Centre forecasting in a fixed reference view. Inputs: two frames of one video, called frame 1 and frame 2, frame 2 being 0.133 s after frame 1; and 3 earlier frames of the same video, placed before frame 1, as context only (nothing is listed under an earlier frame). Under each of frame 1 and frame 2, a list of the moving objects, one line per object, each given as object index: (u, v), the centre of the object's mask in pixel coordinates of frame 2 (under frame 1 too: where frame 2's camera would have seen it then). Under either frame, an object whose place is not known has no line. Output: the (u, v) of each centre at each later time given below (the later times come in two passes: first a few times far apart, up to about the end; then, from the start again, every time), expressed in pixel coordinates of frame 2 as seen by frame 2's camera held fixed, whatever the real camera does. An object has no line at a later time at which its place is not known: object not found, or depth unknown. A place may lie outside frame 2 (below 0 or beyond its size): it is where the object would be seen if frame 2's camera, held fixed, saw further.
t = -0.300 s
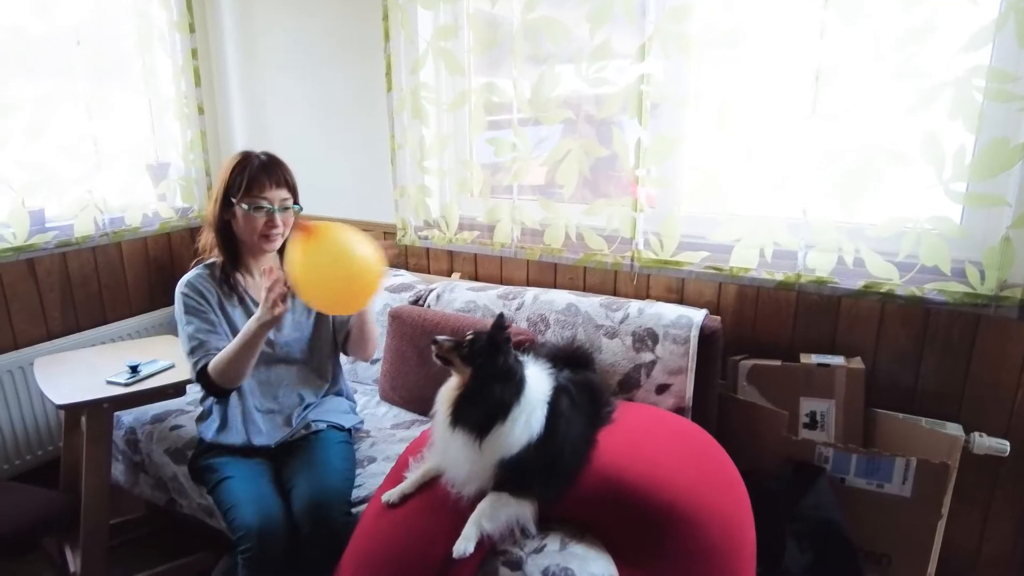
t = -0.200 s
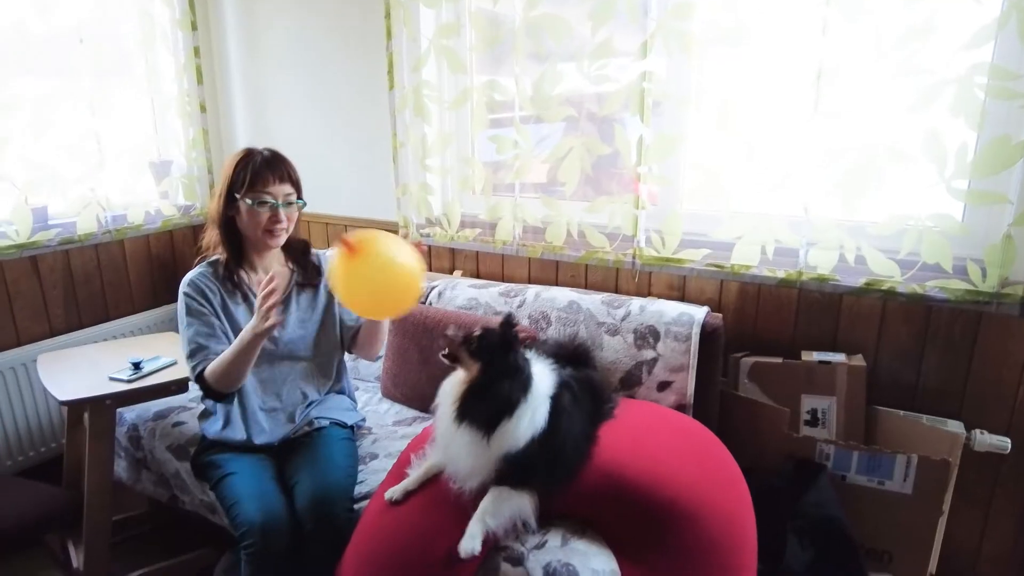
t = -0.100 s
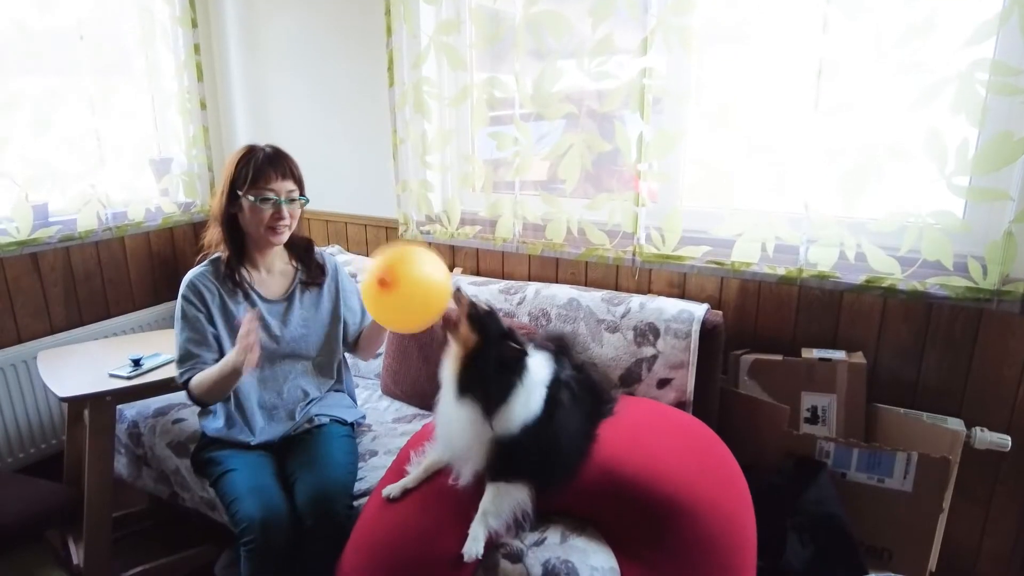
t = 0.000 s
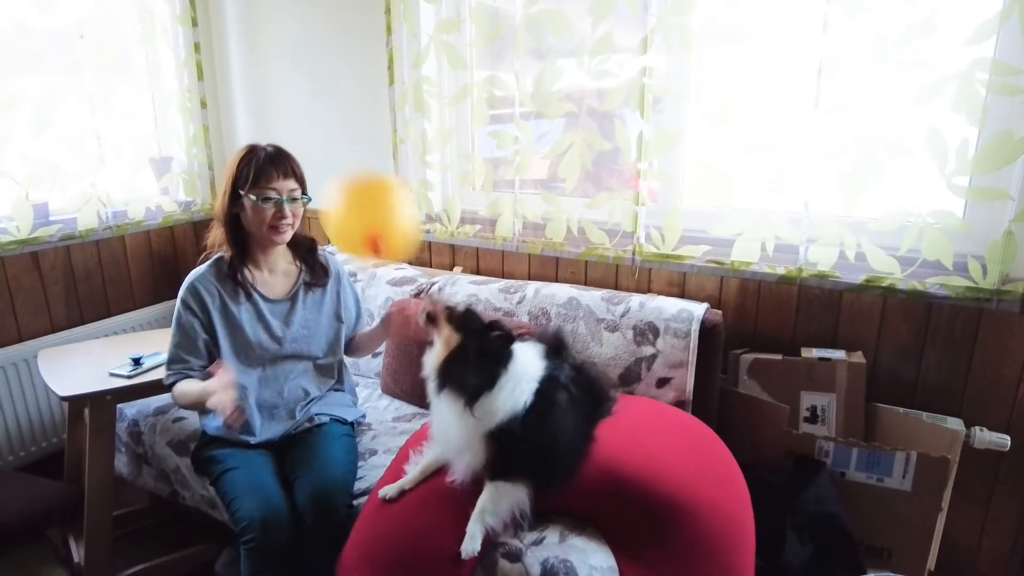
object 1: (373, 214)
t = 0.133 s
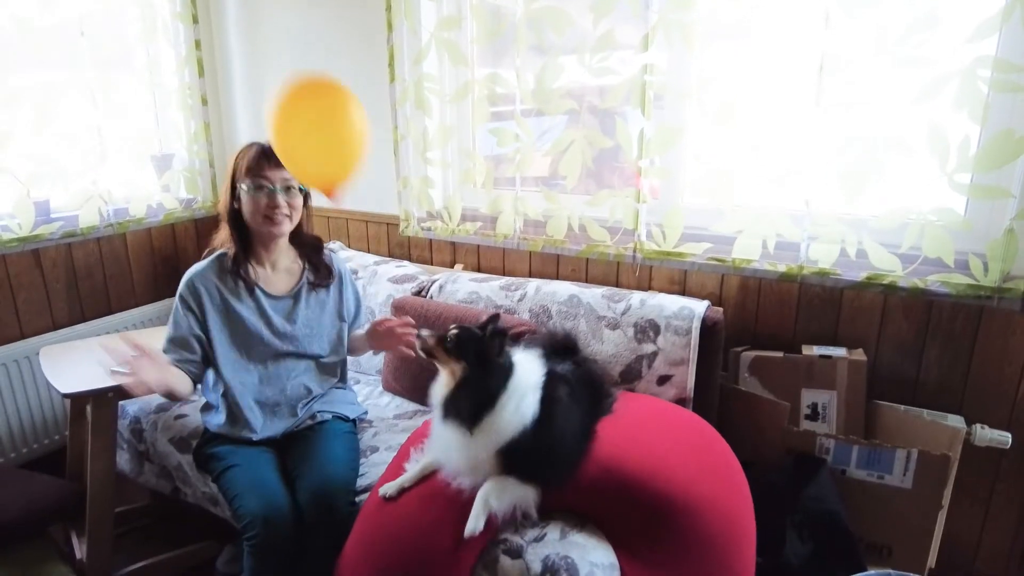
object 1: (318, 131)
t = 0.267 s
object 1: (271, 74)
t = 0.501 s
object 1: (210, 66)
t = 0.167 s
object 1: (306, 115)
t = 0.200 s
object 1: (294, 99)
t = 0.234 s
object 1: (283, 86)
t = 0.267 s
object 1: (271, 74)
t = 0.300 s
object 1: (261, 65)
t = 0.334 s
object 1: (251, 60)
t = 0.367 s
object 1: (242, 58)
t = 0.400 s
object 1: (235, 58)
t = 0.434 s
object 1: (226, 59)
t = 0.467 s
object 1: (218, 62)
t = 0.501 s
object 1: (210, 66)
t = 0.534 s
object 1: (204, 72)
